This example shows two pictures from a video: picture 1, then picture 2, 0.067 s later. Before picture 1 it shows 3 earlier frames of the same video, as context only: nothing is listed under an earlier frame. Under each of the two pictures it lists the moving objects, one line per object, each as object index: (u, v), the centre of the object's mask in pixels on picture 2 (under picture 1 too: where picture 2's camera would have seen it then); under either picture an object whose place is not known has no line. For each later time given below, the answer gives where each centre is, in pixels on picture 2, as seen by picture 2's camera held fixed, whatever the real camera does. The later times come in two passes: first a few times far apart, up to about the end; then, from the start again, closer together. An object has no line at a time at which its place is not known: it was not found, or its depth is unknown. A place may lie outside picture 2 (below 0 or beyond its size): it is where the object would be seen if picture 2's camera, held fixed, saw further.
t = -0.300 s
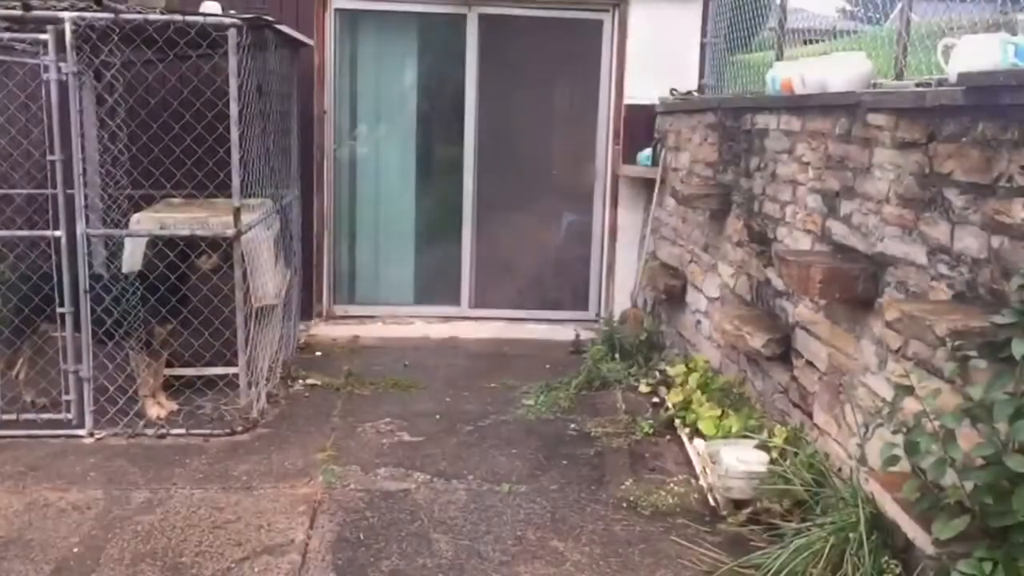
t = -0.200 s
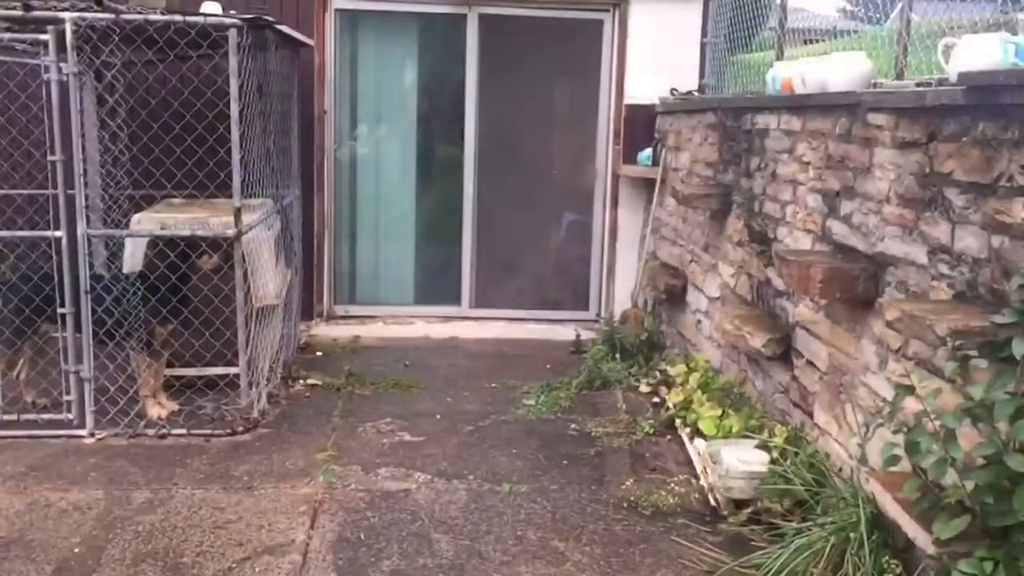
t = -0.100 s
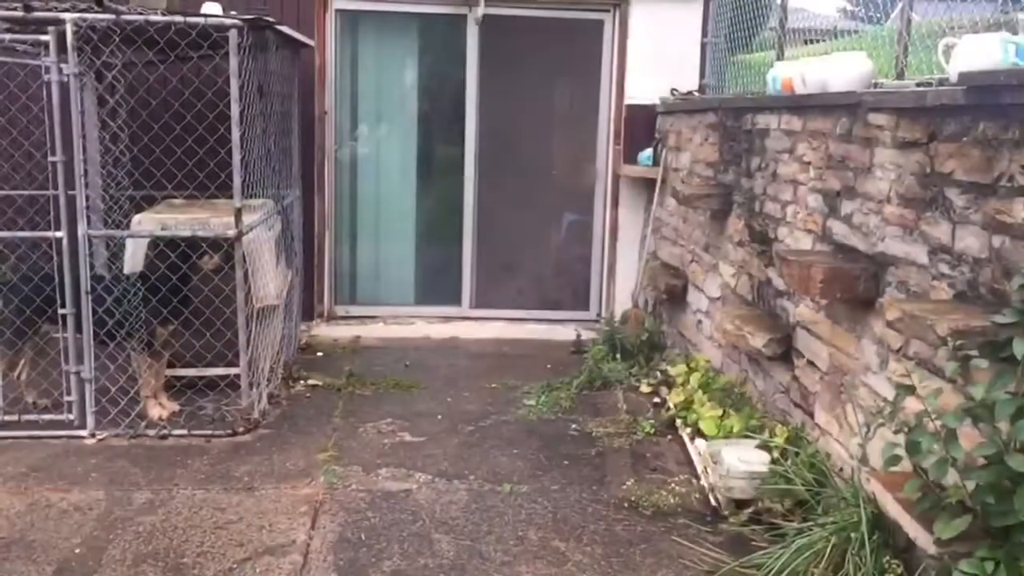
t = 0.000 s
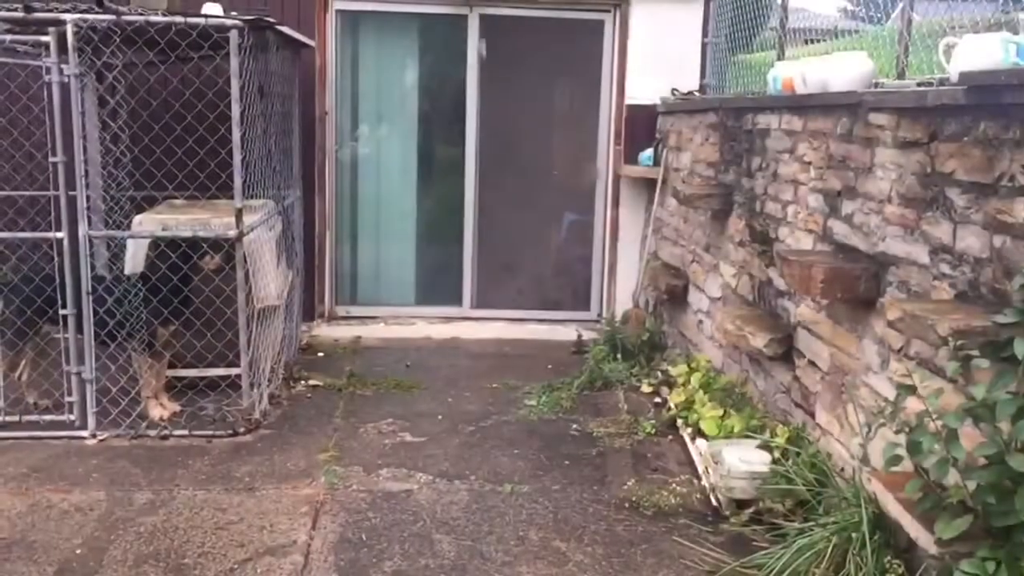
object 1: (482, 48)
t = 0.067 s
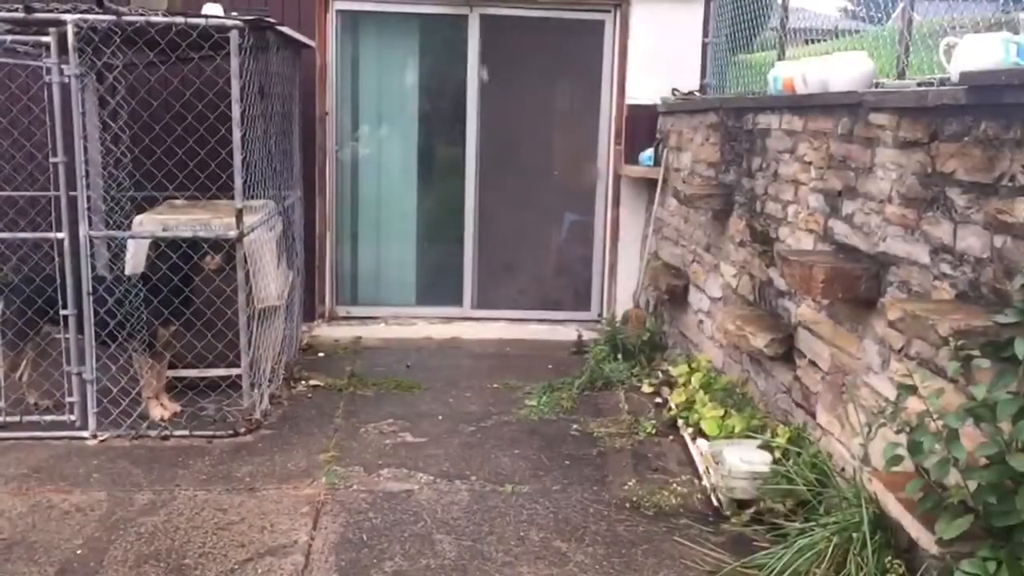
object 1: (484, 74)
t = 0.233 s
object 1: (486, 128)
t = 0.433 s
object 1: (492, 208)
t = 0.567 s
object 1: (495, 258)
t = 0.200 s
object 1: (485, 117)
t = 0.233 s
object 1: (486, 128)
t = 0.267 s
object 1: (487, 140)
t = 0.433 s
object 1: (492, 208)
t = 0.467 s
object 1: (492, 222)
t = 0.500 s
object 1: (493, 234)
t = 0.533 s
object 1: (494, 247)
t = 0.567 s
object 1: (495, 258)
